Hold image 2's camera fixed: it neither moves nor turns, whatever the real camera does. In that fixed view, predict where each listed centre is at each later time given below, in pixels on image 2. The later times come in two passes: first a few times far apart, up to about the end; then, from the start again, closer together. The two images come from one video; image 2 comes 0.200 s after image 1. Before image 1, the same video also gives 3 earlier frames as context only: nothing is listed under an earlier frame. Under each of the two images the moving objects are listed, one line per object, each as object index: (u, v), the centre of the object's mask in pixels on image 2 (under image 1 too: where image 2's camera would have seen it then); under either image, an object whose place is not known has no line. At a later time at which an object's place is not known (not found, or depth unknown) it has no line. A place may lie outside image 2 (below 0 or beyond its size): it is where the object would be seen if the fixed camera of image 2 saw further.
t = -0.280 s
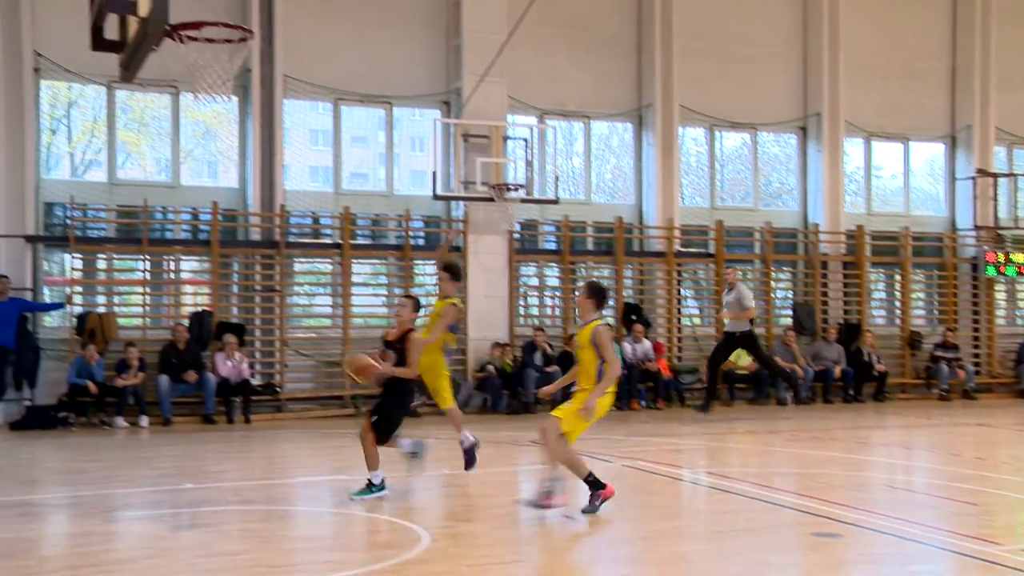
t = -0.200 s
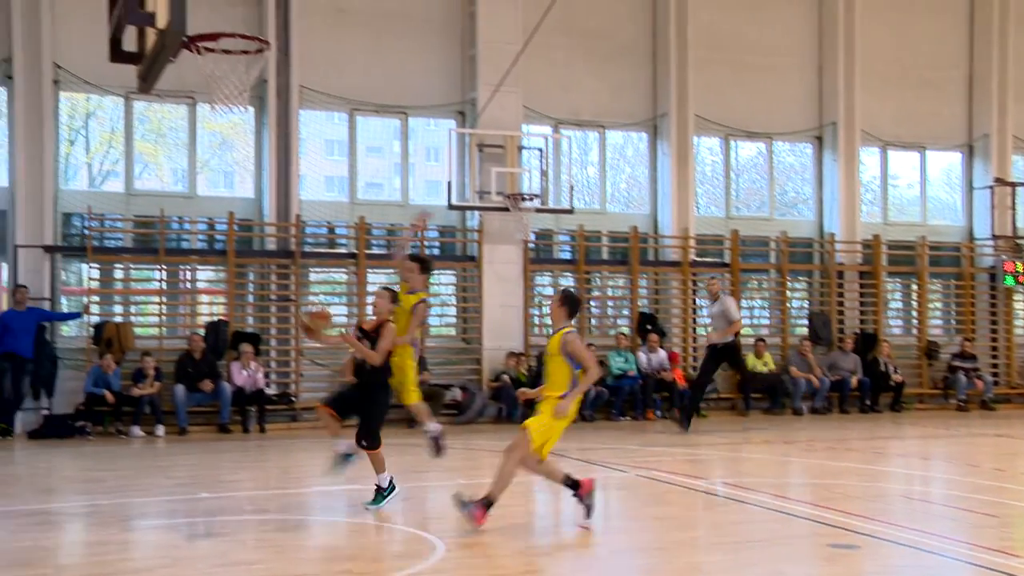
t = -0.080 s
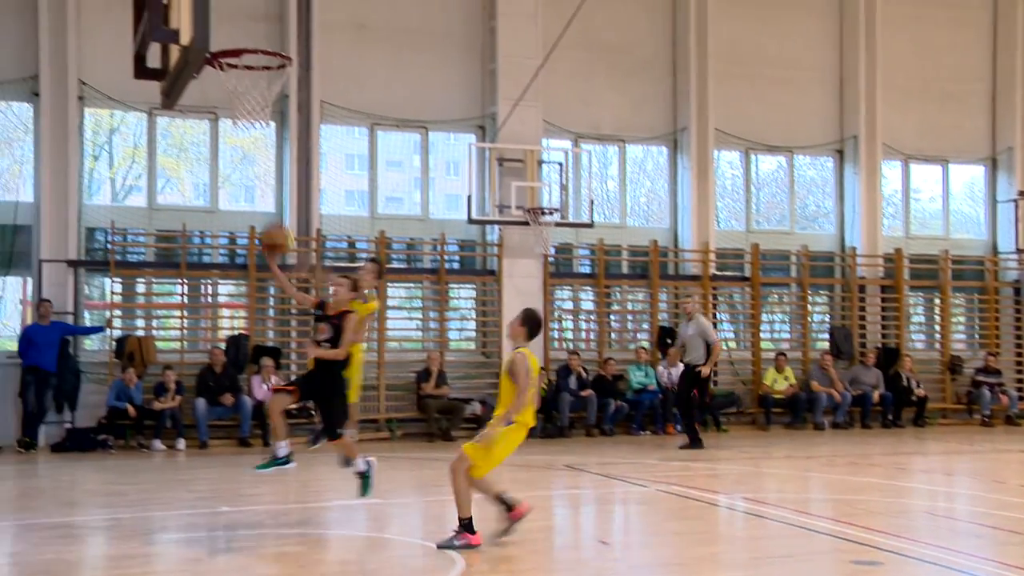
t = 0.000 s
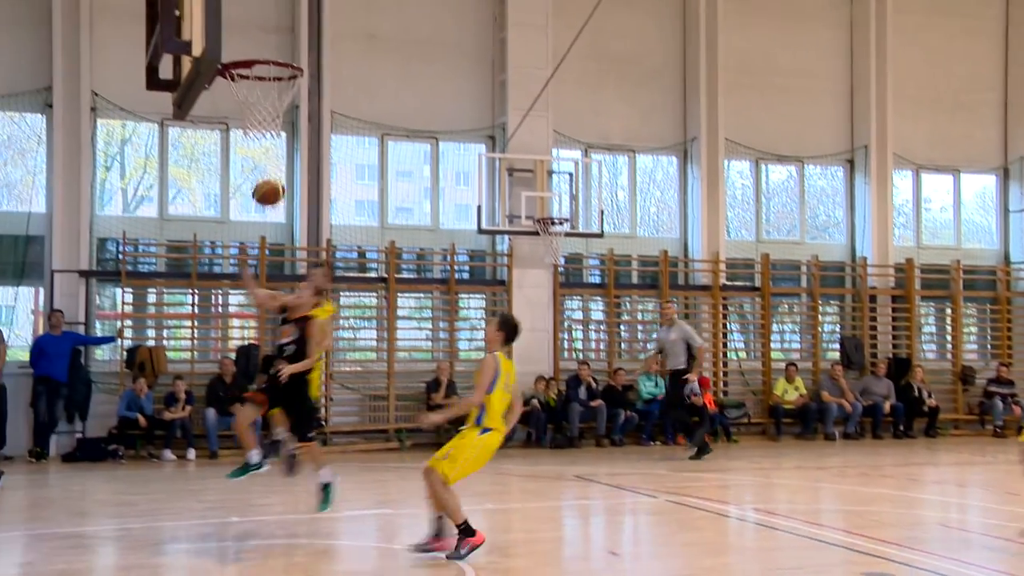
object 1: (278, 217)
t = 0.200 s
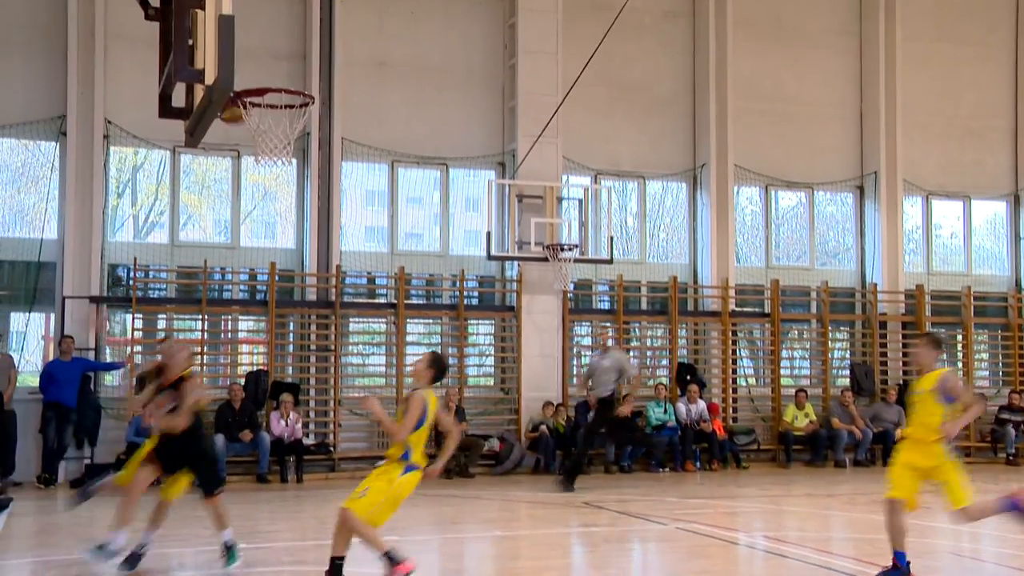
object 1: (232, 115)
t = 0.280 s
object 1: (237, 80)
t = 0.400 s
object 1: (248, 62)
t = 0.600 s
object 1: (284, 77)
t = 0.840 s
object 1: (274, 83)
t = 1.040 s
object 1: (273, 112)
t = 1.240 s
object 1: (277, 130)
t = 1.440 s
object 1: (276, 148)
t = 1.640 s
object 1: (270, 200)
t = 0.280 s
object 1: (237, 80)
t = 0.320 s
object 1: (241, 72)
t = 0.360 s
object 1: (244, 65)
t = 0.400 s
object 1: (248, 62)
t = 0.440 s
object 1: (254, 60)
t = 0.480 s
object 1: (261, 61)
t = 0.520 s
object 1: (269, 64)
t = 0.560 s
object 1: (276, 70)
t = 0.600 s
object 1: (284, 77)
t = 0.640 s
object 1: (289, 87)
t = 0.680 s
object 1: (288, 80)
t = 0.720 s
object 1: (284, 77)
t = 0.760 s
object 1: (280, 77)
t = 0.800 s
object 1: (277, 77)
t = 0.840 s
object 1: (274, 83)
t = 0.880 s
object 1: (271, 89)
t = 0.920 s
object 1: (272, 92)
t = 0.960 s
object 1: (273, 97)
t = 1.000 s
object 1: (274, 108)
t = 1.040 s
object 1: (273, 112)
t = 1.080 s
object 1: (274, 123)
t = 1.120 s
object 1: (276, 128)
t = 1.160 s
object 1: (276, 129)
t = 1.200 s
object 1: (277, 130)
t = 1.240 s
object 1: (277, 130)
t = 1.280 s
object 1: (277, 134)
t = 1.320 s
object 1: (278, 137)
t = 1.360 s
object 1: (278, 141)
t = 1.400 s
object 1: (276, 144)
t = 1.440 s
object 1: (276, 148)
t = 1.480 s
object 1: (275, 153)
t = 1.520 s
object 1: (274, 163)
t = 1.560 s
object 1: (272, 170)
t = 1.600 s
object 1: (271, 184)
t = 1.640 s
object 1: (270, 200)
